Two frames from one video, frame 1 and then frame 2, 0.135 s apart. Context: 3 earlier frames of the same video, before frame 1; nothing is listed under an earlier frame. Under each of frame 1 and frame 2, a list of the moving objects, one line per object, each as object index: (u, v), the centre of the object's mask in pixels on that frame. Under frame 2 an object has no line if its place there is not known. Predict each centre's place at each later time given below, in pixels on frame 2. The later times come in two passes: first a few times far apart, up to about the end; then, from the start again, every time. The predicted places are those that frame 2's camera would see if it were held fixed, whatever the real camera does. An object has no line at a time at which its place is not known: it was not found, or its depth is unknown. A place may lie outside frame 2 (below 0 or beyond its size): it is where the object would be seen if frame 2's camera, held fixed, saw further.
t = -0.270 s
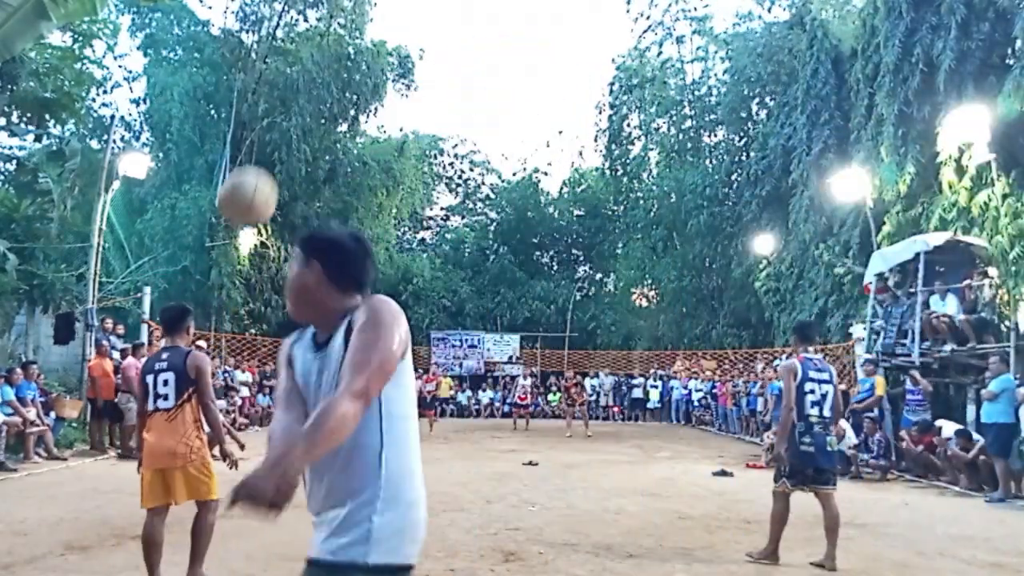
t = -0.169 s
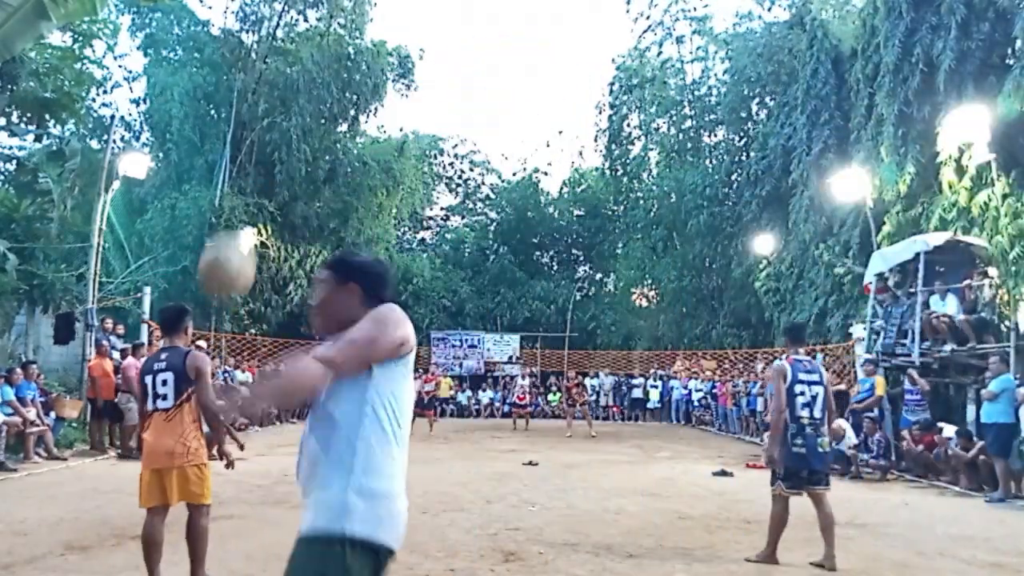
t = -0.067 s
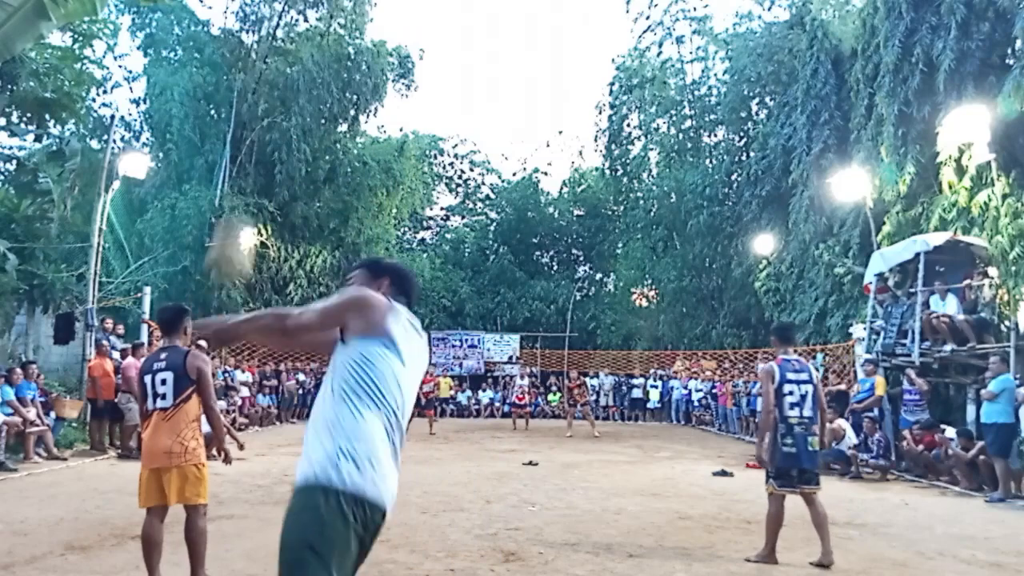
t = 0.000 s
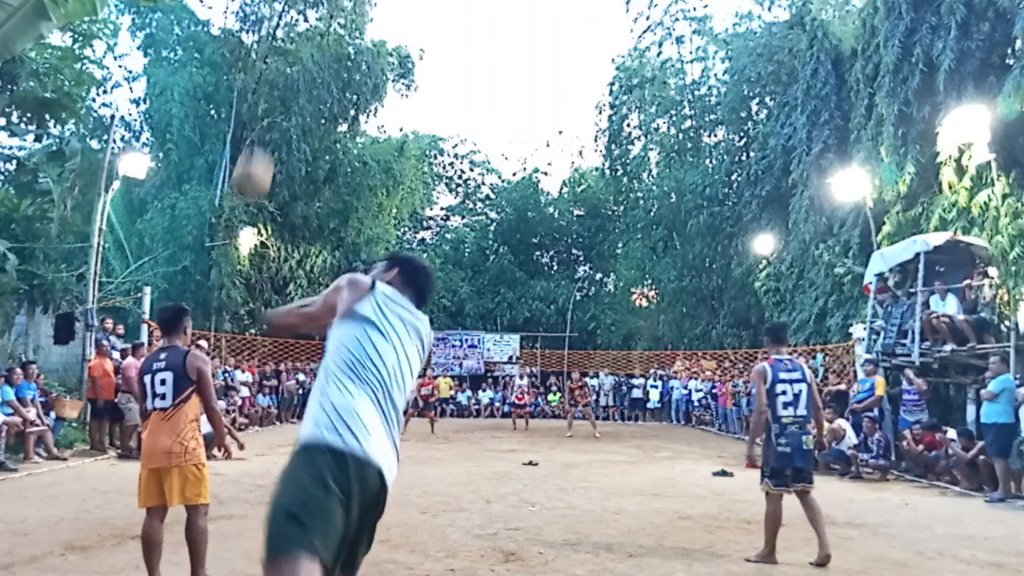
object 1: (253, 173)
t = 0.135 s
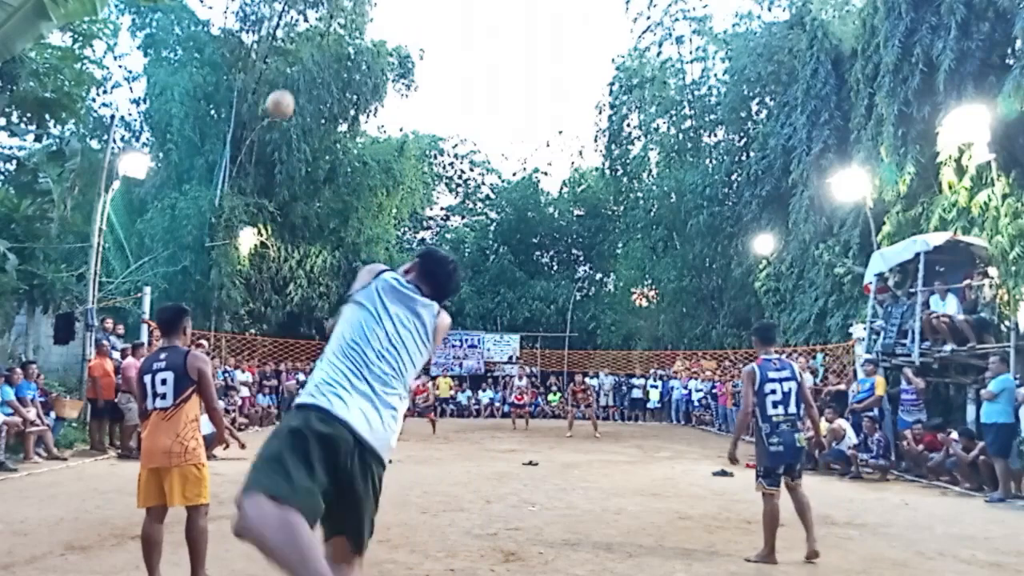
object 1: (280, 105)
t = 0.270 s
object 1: (294, 89)
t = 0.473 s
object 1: (307, 107)
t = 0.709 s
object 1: (315, 161)
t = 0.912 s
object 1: (320, 223)
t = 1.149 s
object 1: (322, 304)
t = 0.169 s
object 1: (284, 98)
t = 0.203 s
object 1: (288, 92)
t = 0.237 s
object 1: (291, 90)
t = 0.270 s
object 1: (294, 89)
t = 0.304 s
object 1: (296, 89)
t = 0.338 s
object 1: (299, 91)
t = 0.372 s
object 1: (301, 93)
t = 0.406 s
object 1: (304, 97)
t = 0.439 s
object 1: (305, 102)
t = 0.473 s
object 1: (307, 107)
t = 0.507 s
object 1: (308, 113)
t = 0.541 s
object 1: (309, 120)
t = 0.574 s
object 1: (311, 128)
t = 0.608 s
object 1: (312, 136)
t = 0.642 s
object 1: (313, 144)
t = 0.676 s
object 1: (314, 153)
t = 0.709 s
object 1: (315, 161)
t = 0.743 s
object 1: (316, 171)
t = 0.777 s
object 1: (317, 181)
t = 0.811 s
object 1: (318, 191)
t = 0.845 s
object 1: (319, 201)
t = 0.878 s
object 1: (319, 211)
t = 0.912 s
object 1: (320, 223)
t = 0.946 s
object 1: (320, 234)
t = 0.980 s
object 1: (321, 244)
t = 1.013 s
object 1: (321, 255)
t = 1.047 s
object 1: (321, 267)
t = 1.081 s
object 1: (321, 278)
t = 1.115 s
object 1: (322, 291)
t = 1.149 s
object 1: (322, 304)
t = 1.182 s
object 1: (322, 316)
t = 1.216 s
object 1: (321, 328)
